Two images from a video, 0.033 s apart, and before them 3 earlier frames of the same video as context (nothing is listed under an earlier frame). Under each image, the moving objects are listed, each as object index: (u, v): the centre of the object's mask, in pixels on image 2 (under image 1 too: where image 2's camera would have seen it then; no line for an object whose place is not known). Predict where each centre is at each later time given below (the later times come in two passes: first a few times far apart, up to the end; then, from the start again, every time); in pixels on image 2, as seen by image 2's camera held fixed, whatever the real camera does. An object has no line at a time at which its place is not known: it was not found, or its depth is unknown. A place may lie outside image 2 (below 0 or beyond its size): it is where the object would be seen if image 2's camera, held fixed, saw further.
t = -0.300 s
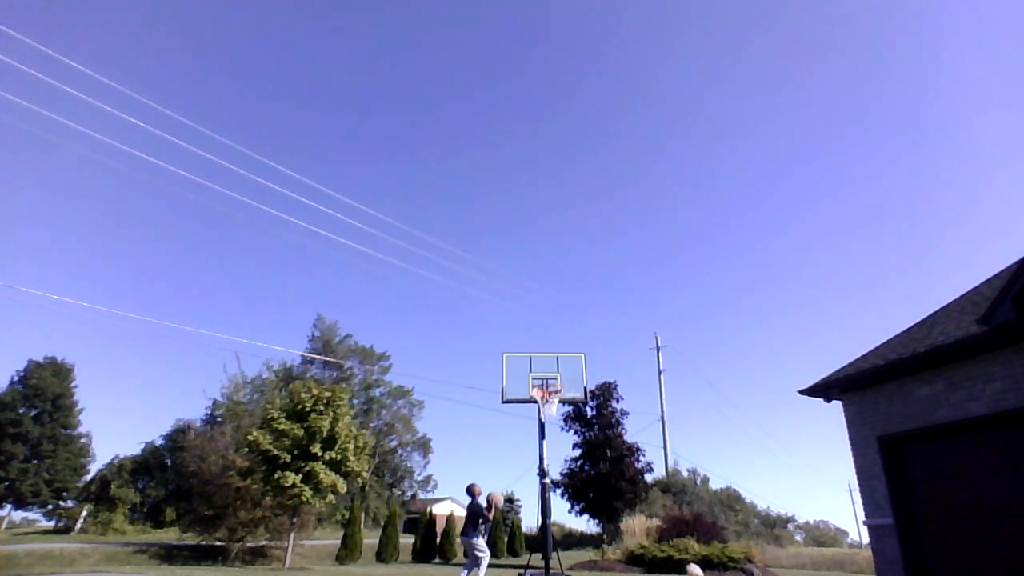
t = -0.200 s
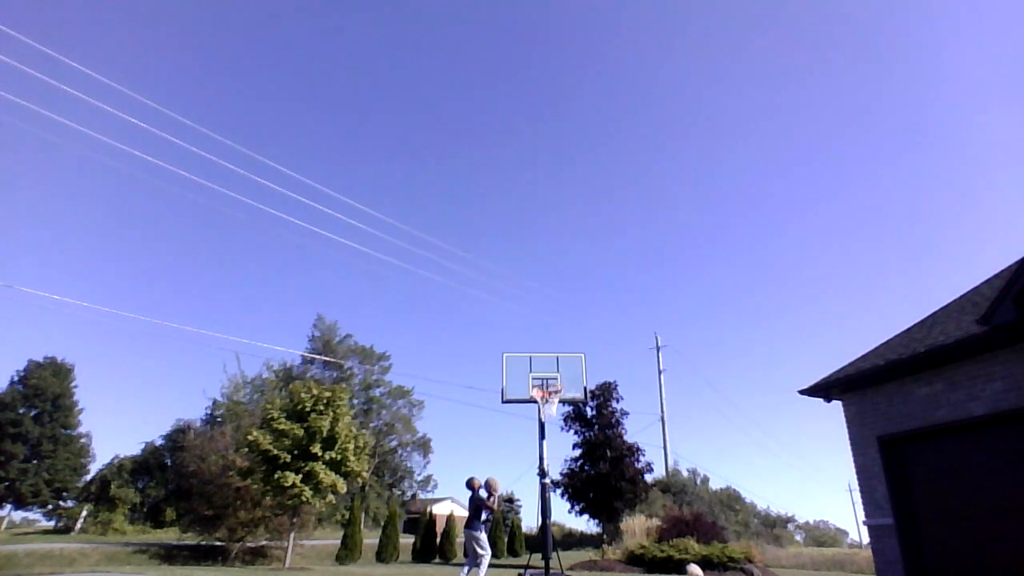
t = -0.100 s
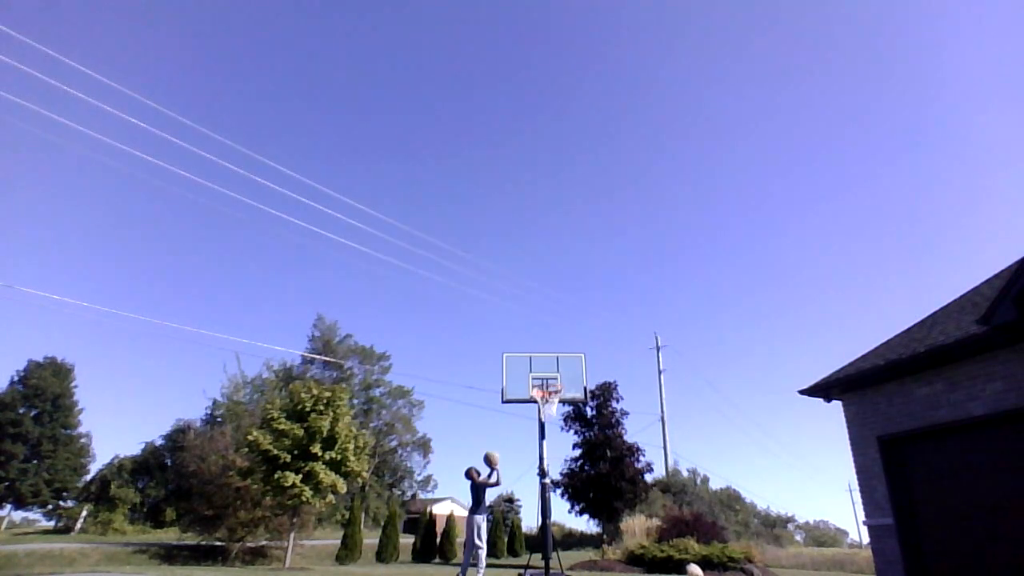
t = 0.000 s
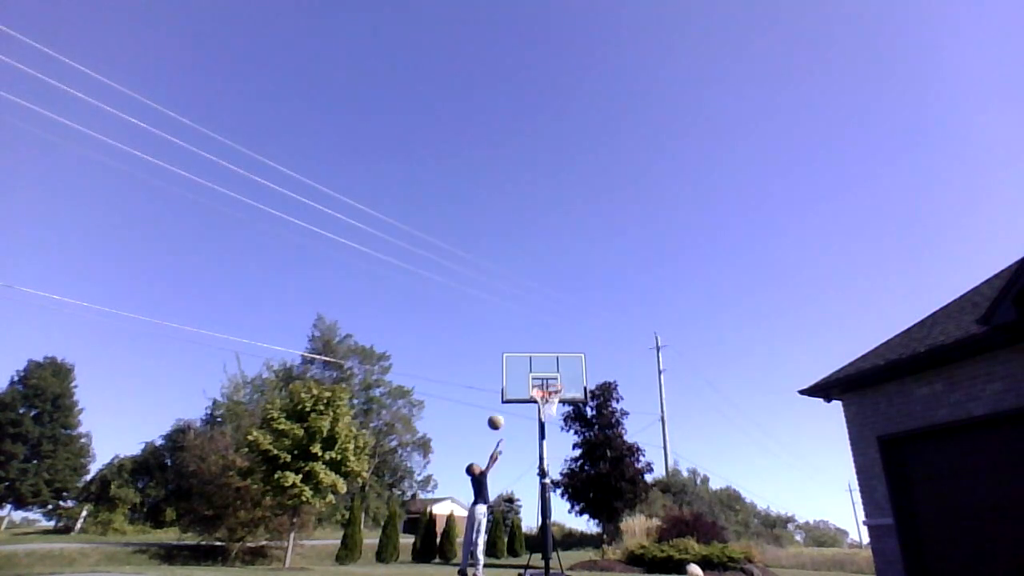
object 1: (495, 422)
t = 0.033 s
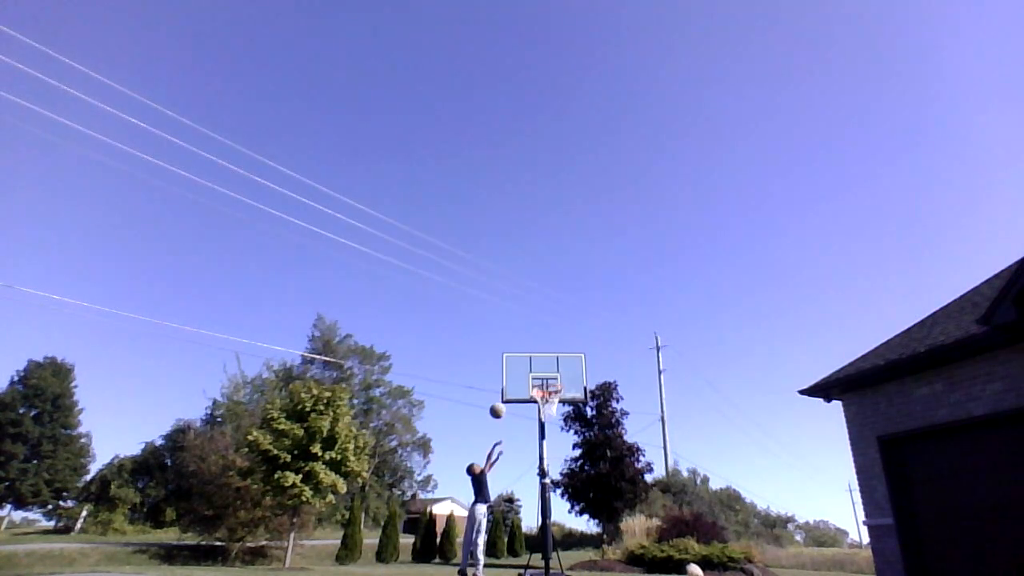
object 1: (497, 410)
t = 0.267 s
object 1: (508, 354)
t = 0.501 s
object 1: (516, 333)
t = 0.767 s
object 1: (523, 348)
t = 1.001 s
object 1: (519, 386)
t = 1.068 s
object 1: (508, 392)
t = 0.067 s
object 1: (499, 400)
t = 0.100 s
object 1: (501, 391)
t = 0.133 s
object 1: (502, 382)
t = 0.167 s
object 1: (504, 373)
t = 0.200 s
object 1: (505, 366)
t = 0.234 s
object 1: (506, 360)
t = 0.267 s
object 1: (508, 354)
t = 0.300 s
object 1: (509, 349)
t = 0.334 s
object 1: (510, 345)
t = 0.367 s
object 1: (511, 341)
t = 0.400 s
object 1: (513, 338)
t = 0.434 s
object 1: (514, 335)
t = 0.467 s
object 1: (515, 334)
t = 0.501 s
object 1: (516, 333)
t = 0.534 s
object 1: (517, 333)
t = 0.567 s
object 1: (518, 333)
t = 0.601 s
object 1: (519, 334)
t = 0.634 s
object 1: (519, 335)
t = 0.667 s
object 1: (520, 337)
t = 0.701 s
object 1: (521, 340)
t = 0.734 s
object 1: (522, 344)
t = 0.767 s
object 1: (523, 348)
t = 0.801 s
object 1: (524, 353)
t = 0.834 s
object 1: (525, 358)
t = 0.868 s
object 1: (526, 365)
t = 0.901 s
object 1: (526, 372)
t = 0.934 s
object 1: (527, 379)
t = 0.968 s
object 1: (524, 383)
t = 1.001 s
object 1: (519, 386)
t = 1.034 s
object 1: (514, 389)
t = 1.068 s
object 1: (508, 392)
